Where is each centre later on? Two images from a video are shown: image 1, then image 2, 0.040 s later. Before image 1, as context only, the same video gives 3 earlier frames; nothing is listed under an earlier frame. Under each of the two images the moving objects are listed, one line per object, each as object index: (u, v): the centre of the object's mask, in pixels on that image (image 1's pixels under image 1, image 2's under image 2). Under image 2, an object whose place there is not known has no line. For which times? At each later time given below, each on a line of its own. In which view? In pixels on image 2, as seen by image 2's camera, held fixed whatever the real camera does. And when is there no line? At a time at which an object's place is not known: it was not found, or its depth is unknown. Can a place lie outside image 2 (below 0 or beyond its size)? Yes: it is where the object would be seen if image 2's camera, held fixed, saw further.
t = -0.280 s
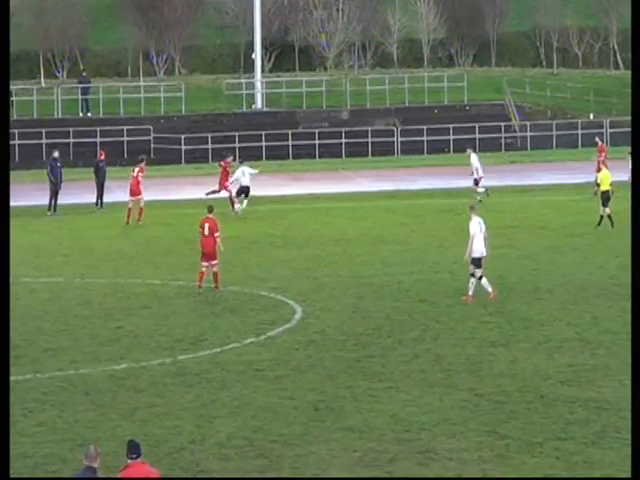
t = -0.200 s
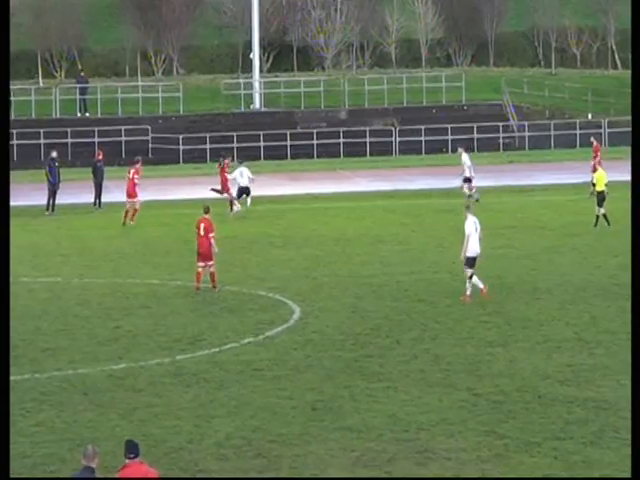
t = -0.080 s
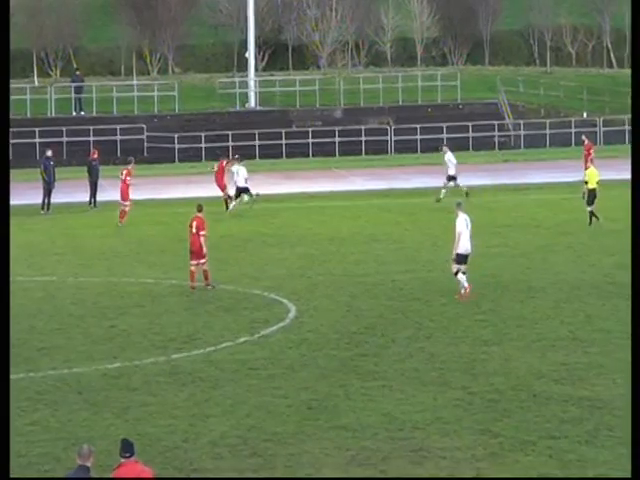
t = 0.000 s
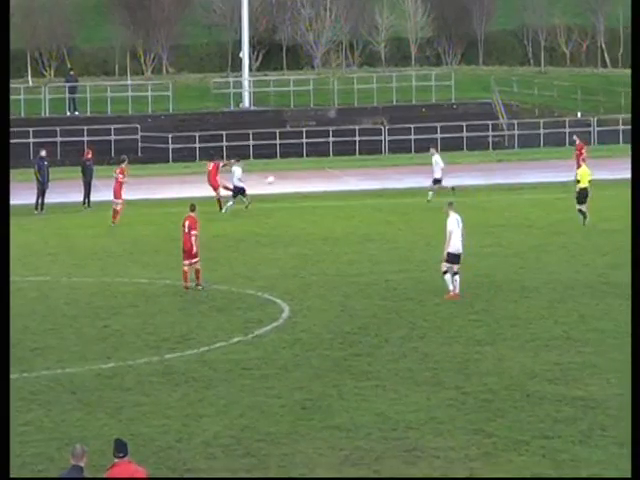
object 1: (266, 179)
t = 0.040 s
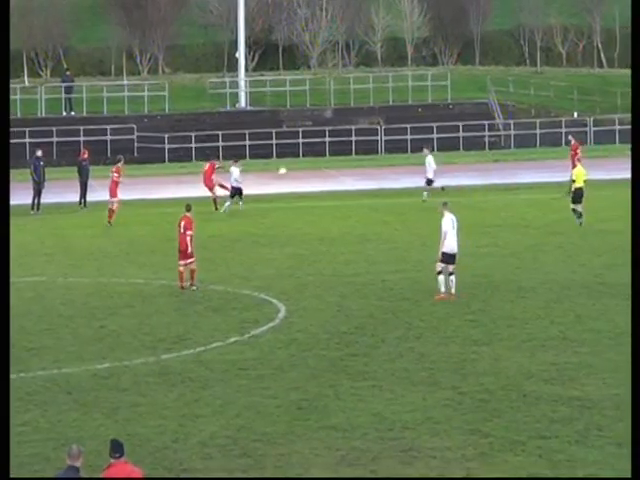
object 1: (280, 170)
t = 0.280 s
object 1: (372, 129)
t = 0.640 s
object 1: (501, 98)
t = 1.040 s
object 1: (638, 116)
